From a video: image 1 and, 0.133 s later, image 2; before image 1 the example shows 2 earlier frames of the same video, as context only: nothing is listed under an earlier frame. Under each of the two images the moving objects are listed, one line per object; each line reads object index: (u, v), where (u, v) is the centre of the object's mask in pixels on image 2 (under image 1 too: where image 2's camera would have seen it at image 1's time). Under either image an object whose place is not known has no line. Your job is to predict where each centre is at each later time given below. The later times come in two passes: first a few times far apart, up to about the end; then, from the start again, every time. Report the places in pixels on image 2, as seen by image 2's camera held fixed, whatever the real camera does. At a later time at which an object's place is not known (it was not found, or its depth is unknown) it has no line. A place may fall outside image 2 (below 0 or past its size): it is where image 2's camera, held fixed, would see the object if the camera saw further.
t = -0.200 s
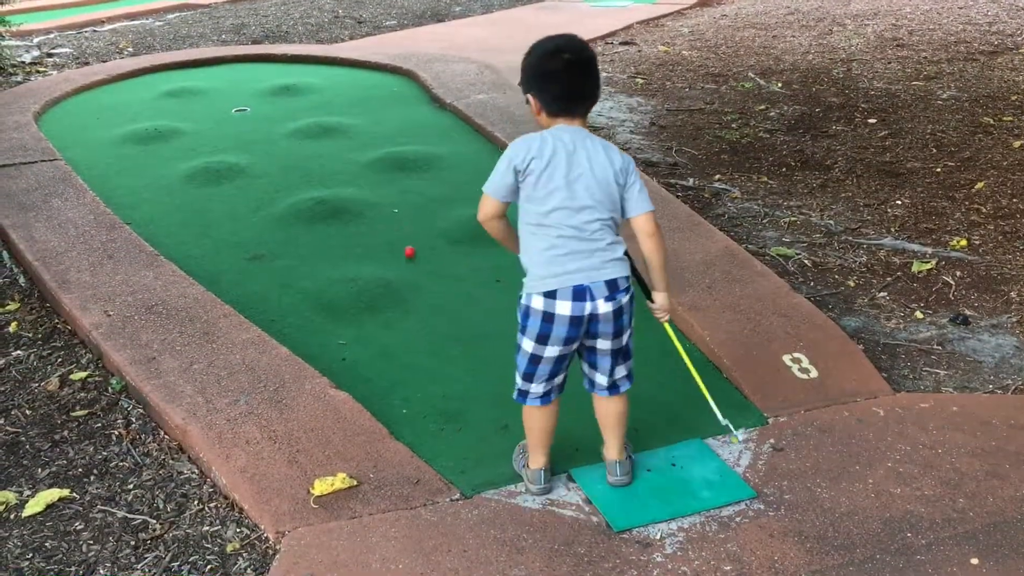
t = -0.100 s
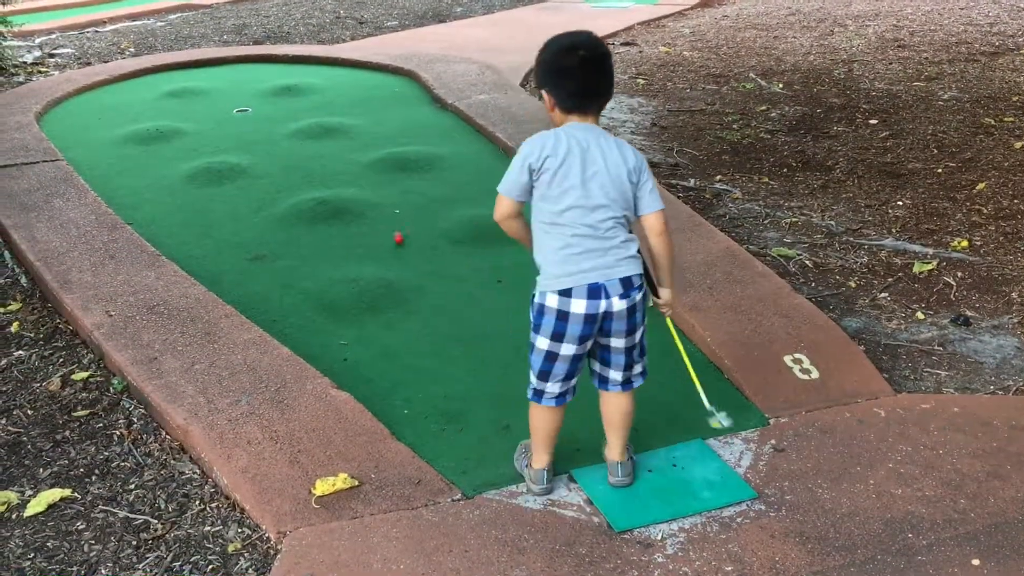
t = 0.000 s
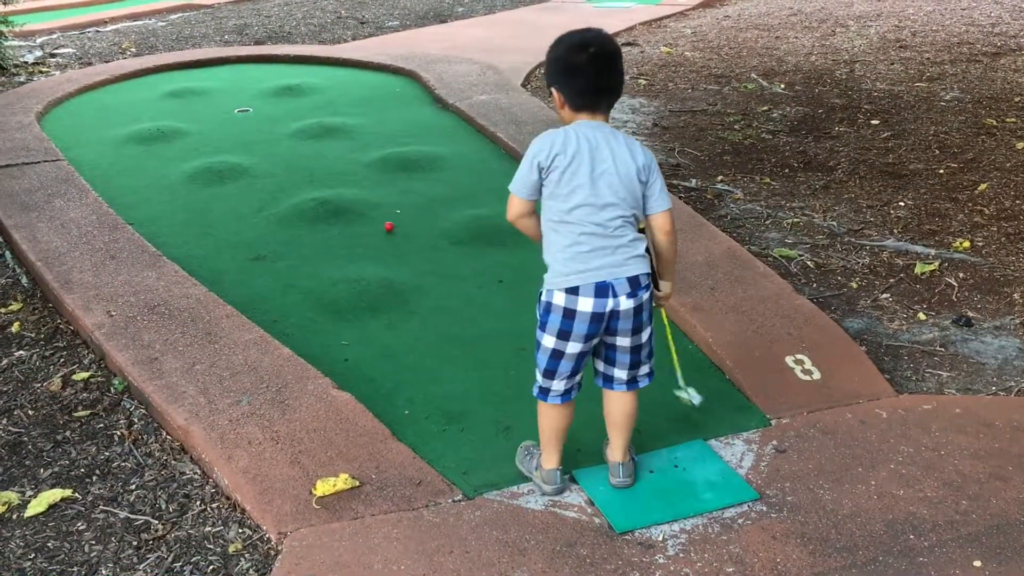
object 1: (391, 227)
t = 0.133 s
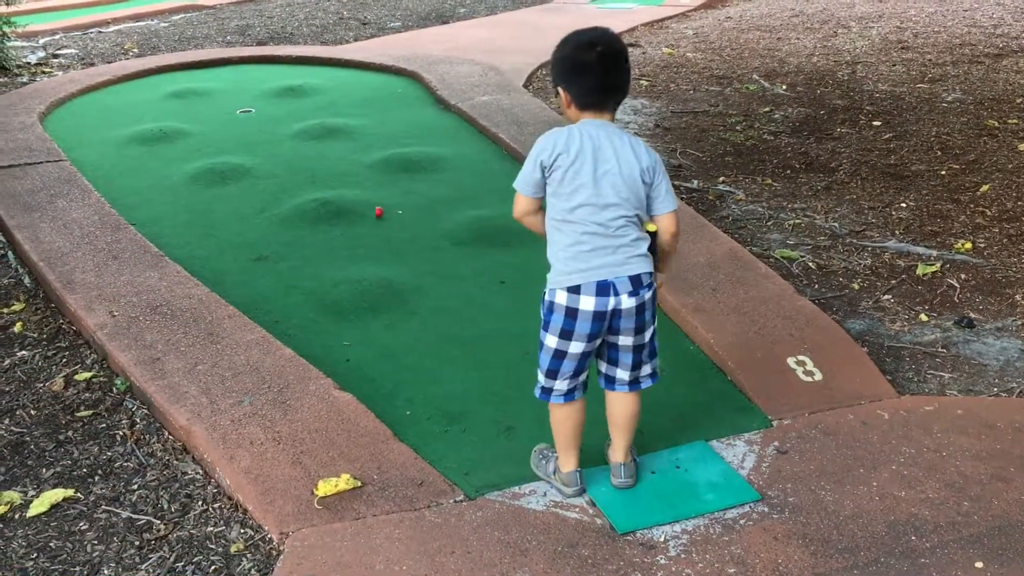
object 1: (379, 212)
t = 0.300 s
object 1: (368, 194)
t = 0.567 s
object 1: (364, 175)
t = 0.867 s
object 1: (362, 155)
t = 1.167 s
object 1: (358, 140)
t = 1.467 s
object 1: (359, 125)
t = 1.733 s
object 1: (371, 117)
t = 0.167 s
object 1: (376, 209)
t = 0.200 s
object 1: (374, 203)
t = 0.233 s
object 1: (371, 200)
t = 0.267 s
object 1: (369, 197)
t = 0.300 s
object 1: (368, 194)
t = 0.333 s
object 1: (367, 192)
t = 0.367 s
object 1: (367, 190)
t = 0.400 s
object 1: (366, 188)
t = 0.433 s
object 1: (366, 186)
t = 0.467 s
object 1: (365, 183)
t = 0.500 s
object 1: (365, 180)
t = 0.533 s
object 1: (365, 178)
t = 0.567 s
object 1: (364, 175)
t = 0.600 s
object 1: (364, 173)
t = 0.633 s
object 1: (364, 171)
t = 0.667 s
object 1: (364, 168)
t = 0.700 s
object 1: (364, 165)
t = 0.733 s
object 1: (364, 163)
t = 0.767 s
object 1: (363, 161)
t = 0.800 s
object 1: (363, 158)
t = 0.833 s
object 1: (363, 157)
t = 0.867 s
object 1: (362, 155)
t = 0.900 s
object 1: (362, 154)
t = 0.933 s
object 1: (361, 152)
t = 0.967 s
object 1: (360, 150)
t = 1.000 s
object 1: (360, 148)
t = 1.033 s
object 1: (359, 147)
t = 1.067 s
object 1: (359, 145)
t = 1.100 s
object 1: (358, 143)
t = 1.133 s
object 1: (358, 141)
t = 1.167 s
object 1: (358, 140)
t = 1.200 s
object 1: (357, 138)
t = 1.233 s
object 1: (357, 137)
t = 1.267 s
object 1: (357, 134)
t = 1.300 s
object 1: (357, 133)
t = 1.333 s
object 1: (357, 131)
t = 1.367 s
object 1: (357, 129)
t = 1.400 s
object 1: (357, 128)
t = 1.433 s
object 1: (358, 126)
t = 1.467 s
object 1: (359, 125)
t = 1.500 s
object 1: (360, 124)
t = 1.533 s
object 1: (361, 123)
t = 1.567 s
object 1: (362, 122)
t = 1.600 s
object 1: (364, 121)
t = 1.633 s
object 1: (366, 120)
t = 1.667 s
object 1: (368, 119)
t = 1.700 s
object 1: (370, 118)
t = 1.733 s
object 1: (371, 117)
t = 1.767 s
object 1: (373, 116)
